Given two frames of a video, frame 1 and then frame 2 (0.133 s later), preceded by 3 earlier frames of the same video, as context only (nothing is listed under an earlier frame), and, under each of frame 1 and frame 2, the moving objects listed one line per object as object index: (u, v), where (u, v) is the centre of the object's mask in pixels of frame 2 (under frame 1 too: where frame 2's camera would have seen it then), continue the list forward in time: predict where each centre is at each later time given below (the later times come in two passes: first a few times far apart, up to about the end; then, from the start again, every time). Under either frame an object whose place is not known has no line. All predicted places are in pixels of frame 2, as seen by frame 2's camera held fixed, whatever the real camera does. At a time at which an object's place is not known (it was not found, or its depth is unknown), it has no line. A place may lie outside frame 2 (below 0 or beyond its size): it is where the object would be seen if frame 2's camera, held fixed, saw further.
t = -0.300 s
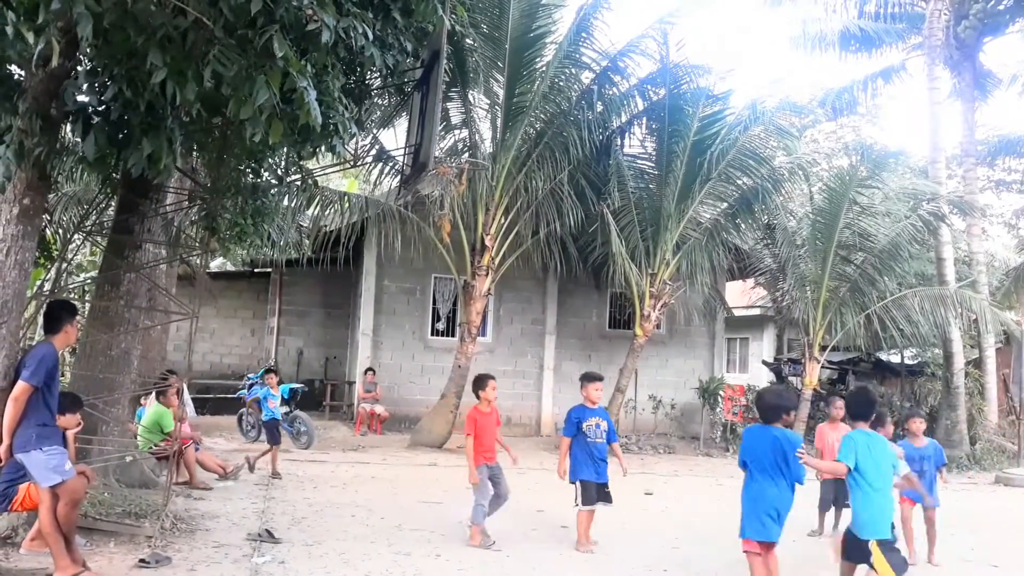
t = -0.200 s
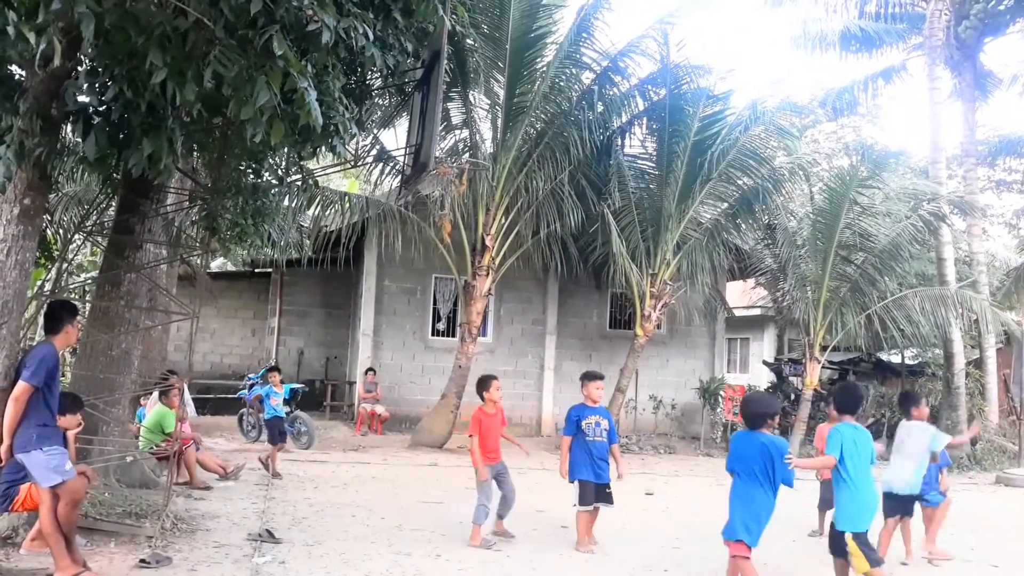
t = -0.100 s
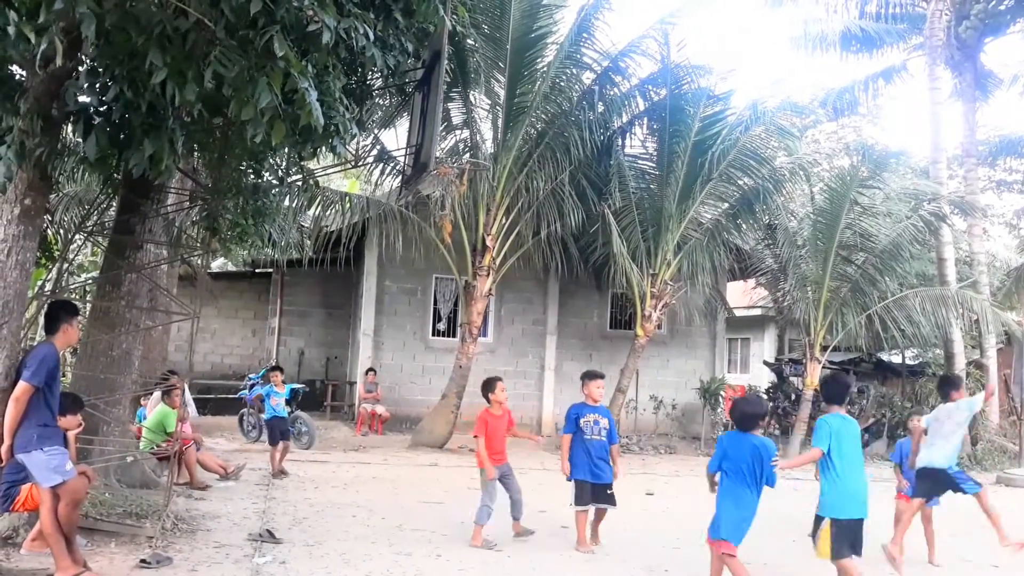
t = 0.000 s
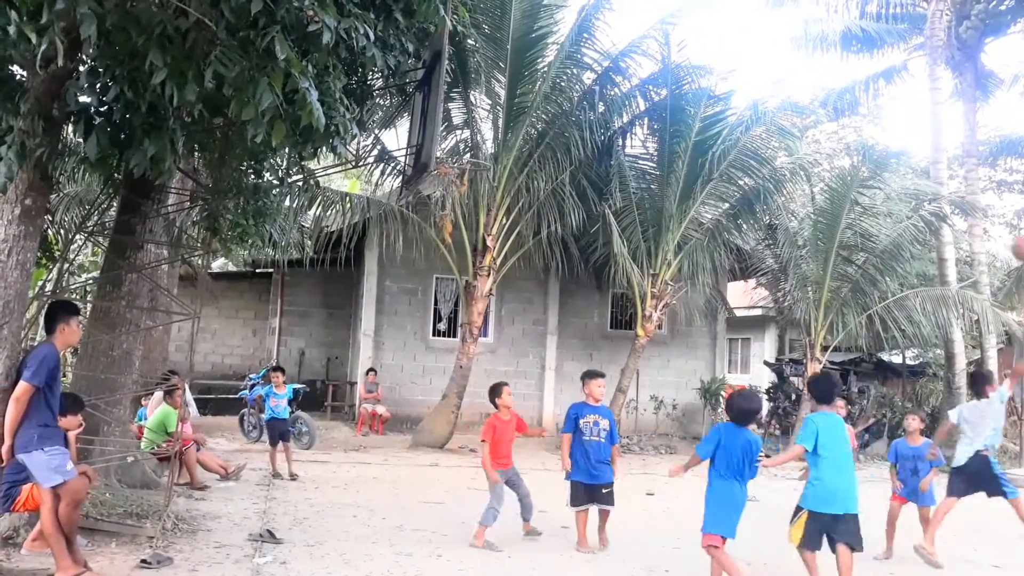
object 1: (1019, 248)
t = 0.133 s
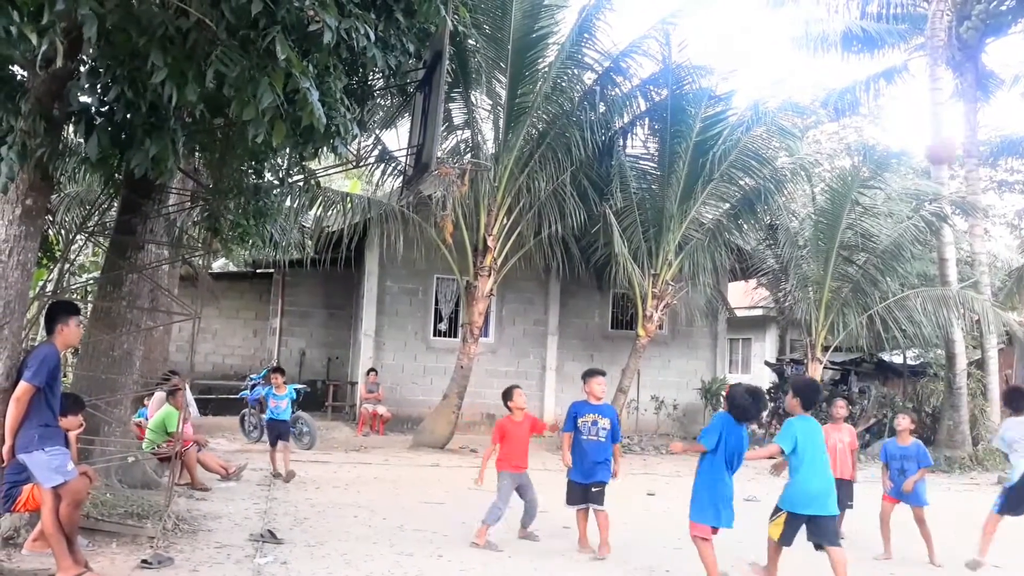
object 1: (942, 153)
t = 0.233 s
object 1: (879, 95)
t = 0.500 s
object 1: (725, 28)
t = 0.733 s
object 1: (599, 46)
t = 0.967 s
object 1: (483, 128)
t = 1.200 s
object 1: (484, 213)
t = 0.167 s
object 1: (920, 132)
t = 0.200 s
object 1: (898, 113)
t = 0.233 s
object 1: (879, 95)
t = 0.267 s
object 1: (860, 83)
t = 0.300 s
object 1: (840, 69)
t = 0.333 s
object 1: (820, 58)
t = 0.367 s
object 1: (802, 48)
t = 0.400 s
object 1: (781, 42)
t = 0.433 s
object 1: (762, 35)
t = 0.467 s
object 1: (743, 31)
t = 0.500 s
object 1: (725, 28)
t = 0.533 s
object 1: (706, 25)
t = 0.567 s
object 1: (686, 26)
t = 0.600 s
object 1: (669, 28)
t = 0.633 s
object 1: (651, 30)
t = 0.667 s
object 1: (633, 33)
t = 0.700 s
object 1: (616, 39)
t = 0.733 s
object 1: (599, 46)
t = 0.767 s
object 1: (583, 53)
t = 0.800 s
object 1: (566, 61)
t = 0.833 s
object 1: (549, 73)
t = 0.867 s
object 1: (532, 85)
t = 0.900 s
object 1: (516, 97)
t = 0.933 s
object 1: (499, 112)
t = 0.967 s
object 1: (483, 128)
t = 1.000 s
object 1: (466, 144)
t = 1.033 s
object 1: (458, 157)
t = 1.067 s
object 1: (463, 169)
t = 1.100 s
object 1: (468, 180)
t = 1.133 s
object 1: (472, 190)
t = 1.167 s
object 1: (477, 200)
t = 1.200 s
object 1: (484, 213)
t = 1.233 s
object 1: (489, 227)
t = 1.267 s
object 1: (494, 242)
